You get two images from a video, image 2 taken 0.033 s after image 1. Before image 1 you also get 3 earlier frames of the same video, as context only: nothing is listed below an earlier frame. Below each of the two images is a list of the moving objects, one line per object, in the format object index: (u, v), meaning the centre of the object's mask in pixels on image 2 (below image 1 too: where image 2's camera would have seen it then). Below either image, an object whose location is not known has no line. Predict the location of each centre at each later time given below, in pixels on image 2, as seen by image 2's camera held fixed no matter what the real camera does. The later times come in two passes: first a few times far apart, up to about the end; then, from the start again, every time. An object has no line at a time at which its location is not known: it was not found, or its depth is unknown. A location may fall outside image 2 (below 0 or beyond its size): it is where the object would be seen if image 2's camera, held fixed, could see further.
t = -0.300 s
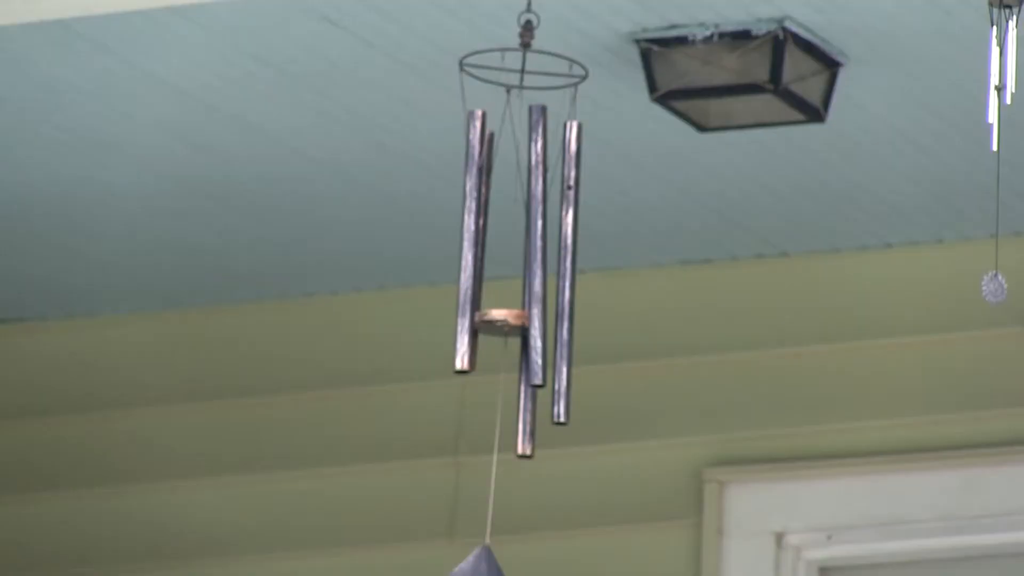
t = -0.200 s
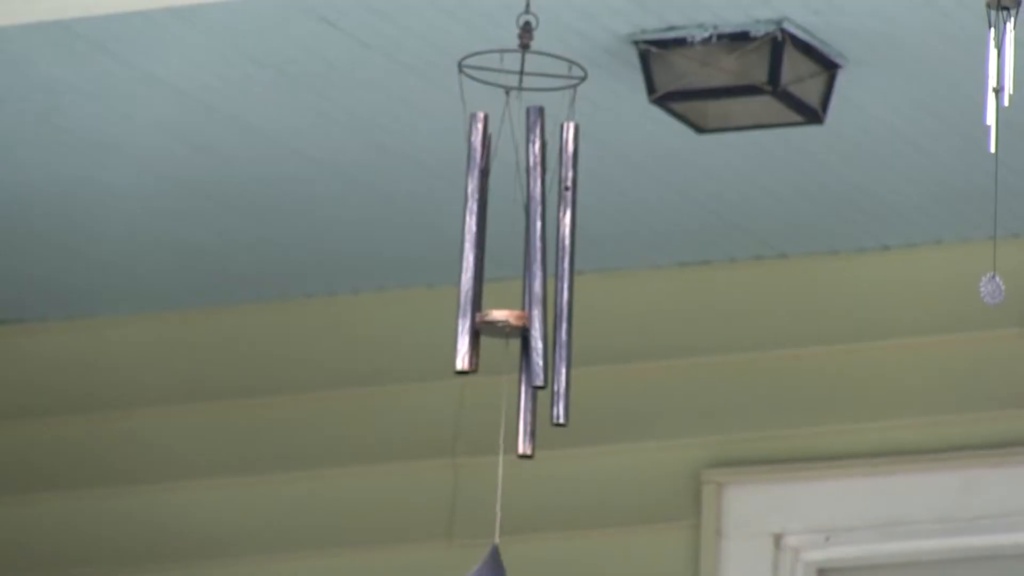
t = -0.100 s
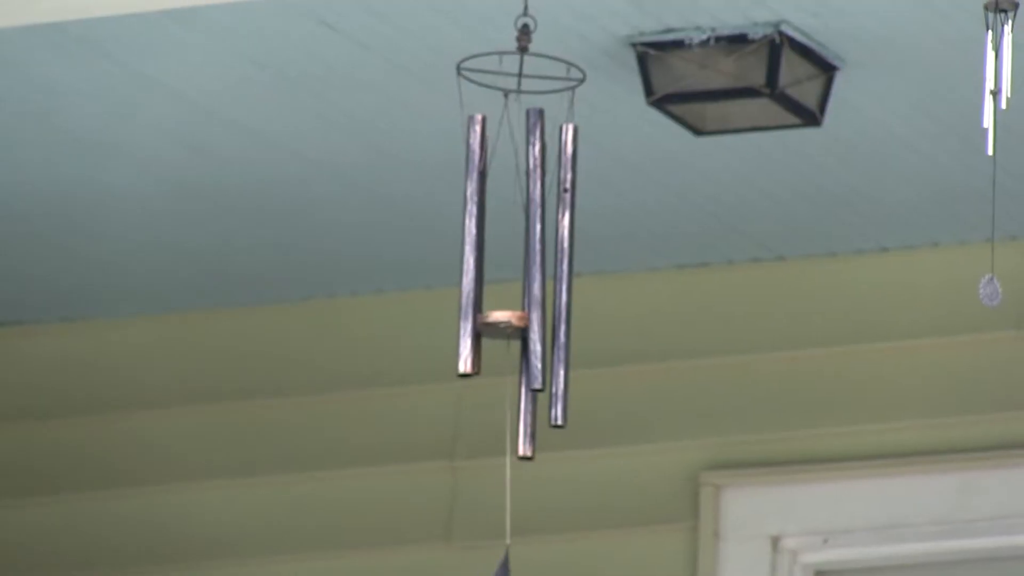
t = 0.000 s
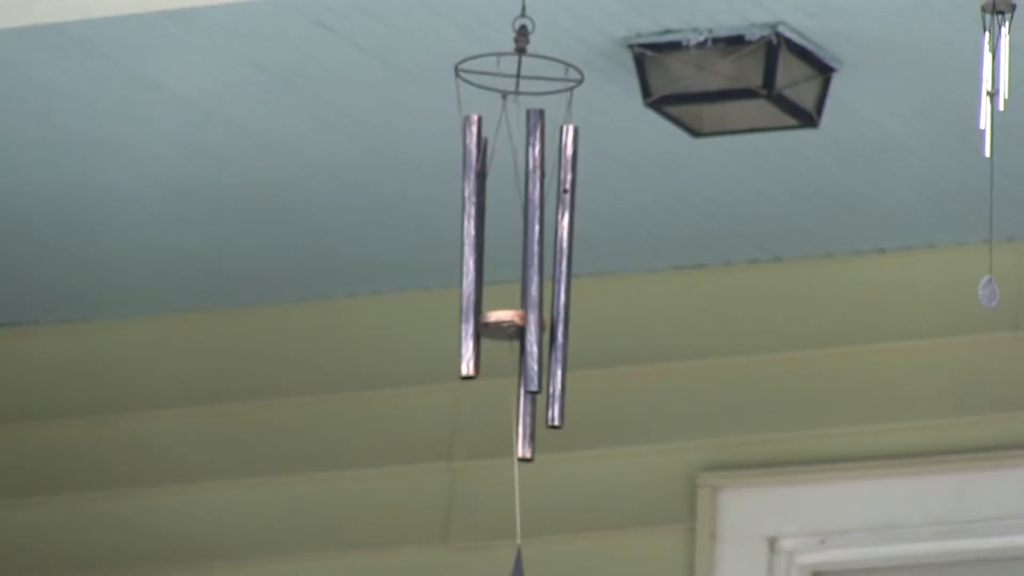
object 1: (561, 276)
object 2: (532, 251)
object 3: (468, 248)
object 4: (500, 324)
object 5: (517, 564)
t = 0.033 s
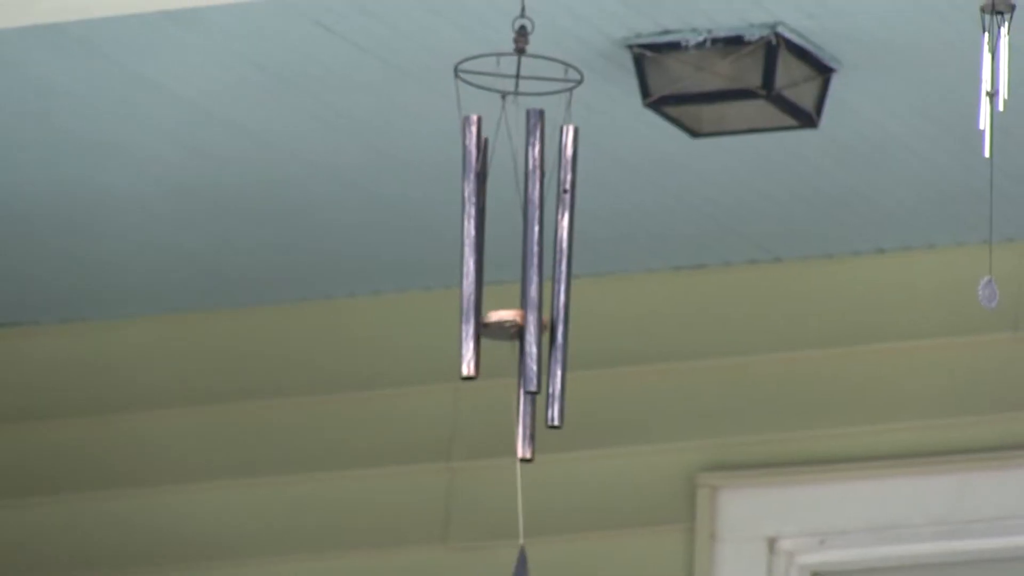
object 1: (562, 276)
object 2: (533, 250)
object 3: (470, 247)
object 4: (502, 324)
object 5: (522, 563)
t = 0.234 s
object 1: (564, 274)
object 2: (536, 247)
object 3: (473, 249)
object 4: (507, 325)
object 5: (534, 564)
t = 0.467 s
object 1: (567, 274)
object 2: (536, 247)
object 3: (470, 248)
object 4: (505, 327)
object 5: (517, 567)
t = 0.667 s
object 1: (563, 275)
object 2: (532, 252)
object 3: (467, 251)
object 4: (499, 328)
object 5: (492, 567)
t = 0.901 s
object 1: (559, 277)
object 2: (528, 251)
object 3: (463, 247)
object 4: (493, 328)
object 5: (476, 567)
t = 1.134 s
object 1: (555, 277)
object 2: (525, 249)
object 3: (465, 247)
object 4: (493, 323)
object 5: (482, 565)
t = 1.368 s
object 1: (559, 275)
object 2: (530, 247)
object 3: (465, 247)
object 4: (499, 320)
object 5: (502, 562)
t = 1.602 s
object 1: (563, 274)
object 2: (536, 249)
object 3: (468, 245)
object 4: (506, 323)
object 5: (517, 561)
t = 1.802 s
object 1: (567, 274)
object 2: (534, 250)
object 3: (471, 248)
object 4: (505, 321)
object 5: (515, 562)
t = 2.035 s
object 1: (563, 276)
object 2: (531, 249)
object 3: (469, 250)
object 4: (501, 325)
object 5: (504, 564)
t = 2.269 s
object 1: (556, 278)
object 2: (526, 248)
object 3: (463, 249)
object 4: (495, 326)
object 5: (499, 564)
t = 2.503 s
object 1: (553, 276)
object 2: (527, 248)
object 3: (459, 246)
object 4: (494, 328)
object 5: (490, 566)
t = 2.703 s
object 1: (557, 275)
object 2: (529, 246)
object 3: (463, 245)
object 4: (498, 325)
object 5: (490, 564)
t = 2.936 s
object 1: (564, 274)
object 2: (533, 245)
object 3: (466, 247)
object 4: (502, 318)
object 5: (504, 562)
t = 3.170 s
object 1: (566, 274)
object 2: (532, 248)
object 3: (464, 247)
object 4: (499, 324)
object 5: (513, 562)
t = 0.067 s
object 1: (562, 275)
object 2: (533, 250)
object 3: (470, 247)
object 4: (502, 324)
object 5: (524, 563)
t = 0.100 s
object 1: (562, 275)
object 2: (533, 251)
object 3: (471, 247)
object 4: (504, 324)
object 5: (528, 563)
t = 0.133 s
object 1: (562, 274)
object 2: (534, 248)
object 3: (472, 247)
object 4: (504, 324)
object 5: (530, 563)
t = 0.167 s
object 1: (563, 274)
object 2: (534, 247)
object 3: (472, 248)
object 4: (505, 324)
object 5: (532, 563)
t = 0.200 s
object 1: (564, 275)
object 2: (536, 247)
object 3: (473, 248)
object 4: (507, 324)
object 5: (534, 563)
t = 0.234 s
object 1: (564, 274)
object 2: (536, 247)
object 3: (473, 249)
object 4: (507, 325)
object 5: (534, 564)
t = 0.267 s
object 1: (565, 274)
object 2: (537, 247)
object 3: (474, 248)
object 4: (508, 325)
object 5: (534, 564)
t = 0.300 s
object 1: (565, 274)
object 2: (537, 246)
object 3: (474, 247)
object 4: (508, 325)
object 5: (533, 564)
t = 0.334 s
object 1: (565, 274)
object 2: (537, 247)
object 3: (473, 247)
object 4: (507, 326)
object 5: (531, 565)
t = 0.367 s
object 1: (566, 275)
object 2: (537, 247)
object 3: (472, 248)
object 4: (507, 326)
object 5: (527, 565)
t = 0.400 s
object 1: (566, 275)
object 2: (536, 247)
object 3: (471, 248)
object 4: (506, 326)
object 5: (524, 566)
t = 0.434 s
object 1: (566, 274)
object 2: (536, 246)
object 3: (470, 247)
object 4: (505, 326)
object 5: (520, 566)
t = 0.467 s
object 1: (567, 274)
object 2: (536, 247)
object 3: (470, 248)
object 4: (505, 327)
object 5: (517, 567)
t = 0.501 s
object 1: (567, 275)
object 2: (535, 248)
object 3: (470, 249)
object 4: (504, 327)
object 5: (512, 567)
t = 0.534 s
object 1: (566, 276)
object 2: (534, 247)
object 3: (469, 250)
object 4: (503, 327)
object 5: (508, 567)
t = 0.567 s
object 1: (566, 275)
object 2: (534, 249)
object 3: (469, 250)
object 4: (502, 327)
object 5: (503, 567)
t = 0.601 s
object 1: (565, 276)
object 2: (534, 250)
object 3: (468, 251)
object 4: (500, 327)
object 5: (500, 567)
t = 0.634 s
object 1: (564, 276)
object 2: (533, 252)
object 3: (468, 252)
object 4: (500, 328)
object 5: (496, 567)
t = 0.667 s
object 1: (563, 275)
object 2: (532, 252)
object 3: (467, 251)
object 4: (499, 328)
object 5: (492, 567)
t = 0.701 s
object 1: (562, 276)
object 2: (532, 252)
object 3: (465, 249)
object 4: (498, 328)
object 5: (488, 567)
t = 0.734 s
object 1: (562, 276)
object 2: (531, 250)
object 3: (464, 248)
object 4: (497, 328)
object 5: (485, 567)
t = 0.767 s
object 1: (561, 276)
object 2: (531, 250)
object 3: (463, 248)
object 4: (496, 328)
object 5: (482, 567)
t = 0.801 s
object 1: (560, 276)
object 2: (530, 250)
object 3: (463, 249)
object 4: (495, 328)
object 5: (479, 567)
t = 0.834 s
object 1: (559, 276)
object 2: (529, 251)
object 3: (462, 248)
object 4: (494, 328)
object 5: (477, 567)
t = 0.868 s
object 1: (559, 277)
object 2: (529, 251)
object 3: (462, 248)
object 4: (494, 327)
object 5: (476, 567)
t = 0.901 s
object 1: (559, 277)
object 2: (528, 251)
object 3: (463, 247)
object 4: (493, 328)
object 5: (476, 567)
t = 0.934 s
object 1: (558, 277)
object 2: (527, 251)
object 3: (463, 248)
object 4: (493, 327)
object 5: (475, 566)
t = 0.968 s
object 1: (558, 277)
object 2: (526, 251)
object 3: (463, 249)
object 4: (493, 327)
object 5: (475, 566)
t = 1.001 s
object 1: (557, 277)
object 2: (526, 251)
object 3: (464, 248)
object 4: (492, 327)
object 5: (476, 566)
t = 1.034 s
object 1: (557, 277)
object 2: (525, 250)
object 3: (465, 248)
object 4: (492, 327)
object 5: (477, 566)
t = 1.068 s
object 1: (556, 276)
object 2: (525, 250)
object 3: (466, 247)
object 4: (493, 327)
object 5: (478, 565)
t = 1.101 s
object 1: (556, 277)
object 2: (525, 250)
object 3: (466, 247)
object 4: (492, 326)
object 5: (480, 566)
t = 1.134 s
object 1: (555, 277)
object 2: (525, 249)
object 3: (465, 247)
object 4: (493, 323)
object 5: (482, 565)
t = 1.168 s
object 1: (555, 277)
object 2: (525, 249)
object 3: (465, 247)
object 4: (494, 322)
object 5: (484, 564)
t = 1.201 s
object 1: (555, 277)
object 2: (526, 249)
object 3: (464, 248)
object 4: (495, 322)
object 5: (487, 564)
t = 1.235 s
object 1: (556, 277)
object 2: (526, 249)
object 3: (464, 248)
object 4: (495, 322)
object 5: (489, 564)
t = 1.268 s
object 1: (557, 276)
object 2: (527, 249)
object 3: (465, 247)
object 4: (498, 321)
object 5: (492, 563)
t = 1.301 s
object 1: (558, 276)
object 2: (528, 249)
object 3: (465, 249)
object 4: (498, 321)
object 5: (495, 563)
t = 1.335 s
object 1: (558, 275)
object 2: (529, 248)
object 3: (465, 249)
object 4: (498, 320)
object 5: (497, 563)
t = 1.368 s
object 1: (559, 275)
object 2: (530, 247)
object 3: (465, 247)
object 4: (499, 320)
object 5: (502, 562)
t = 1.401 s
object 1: (560, 275)
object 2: (531, 246)
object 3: (465, 249)
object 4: (500, 324)
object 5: (505, 562)
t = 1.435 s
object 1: (560, 275)
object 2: (532, 246)
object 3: (466, 249)
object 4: (501, 324)
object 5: (508, 562)
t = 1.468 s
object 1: (560, 275)
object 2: (533, 245)
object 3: (466, 247)
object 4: (502, 323)
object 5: (511, 561)
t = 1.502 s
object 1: (561, 274)
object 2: (533, 245)
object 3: (466, 246)
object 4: (503, 323)
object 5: (513, 561)
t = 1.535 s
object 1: (562, 273)
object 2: (534, 246)
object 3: (467, 246)
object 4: (504, 323)
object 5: (515, 561)
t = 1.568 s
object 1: (562, 274)
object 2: (535, 247)
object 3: (468, 245)
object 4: (505, 323)
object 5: (516, 561)
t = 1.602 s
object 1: (563, 274)
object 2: (536, 249)
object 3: (468, 245)
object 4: (506, 323)
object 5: (517, 561)
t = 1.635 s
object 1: (564, 274)
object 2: (536, 249)
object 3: (469, 245)
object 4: (505, 324)
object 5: (517, 561)
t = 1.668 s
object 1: (565, 274)
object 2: (536, 250)
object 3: (469, 246)
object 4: (506, 324)
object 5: (517, 562)
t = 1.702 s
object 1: (565, 274)
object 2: (536, 249)
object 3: (470, 248)
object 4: (505, 324)
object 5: (517, 562)
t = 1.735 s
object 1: (566, 274)
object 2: (535, 249)
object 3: (470, 247)
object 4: (505, 325)
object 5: (517, 562)
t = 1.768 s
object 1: (566, 274)
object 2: (535, 249)
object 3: (471, 248)
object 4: (505, 325)
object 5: (516, 562)
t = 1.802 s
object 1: (567, 274)
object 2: (534, 250)
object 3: (471, 248)
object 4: (505, 321)
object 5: (515, 562)
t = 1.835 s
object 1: (567, 274)
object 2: (534, 250)
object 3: (471, 248)
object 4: (505, 322)
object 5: (514, 562)
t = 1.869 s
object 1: (566, 274)
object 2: (533, 249)
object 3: (471, 249)
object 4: (504, 322)
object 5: (512, 562)
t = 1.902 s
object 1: (566, 275)
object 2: (533, 248)
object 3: (471, 249)
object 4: (504, 323)
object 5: (511, 563)
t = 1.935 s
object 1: (565, 275)
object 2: (533, 249)
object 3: (471, 250)
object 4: (503, 323)
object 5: (510, 563)
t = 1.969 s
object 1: (564, 275)
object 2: (532, 249)
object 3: (471, 250)
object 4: (502, 324)
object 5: (508, 563)
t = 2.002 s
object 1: (564, 276)
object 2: (532, 248)
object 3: (470, 250)
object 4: (502, 324)
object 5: (506, 563)
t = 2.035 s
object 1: (563, 276)
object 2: (531, 249)
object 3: (469, 250)
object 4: (501, 325)
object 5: (504, 564)
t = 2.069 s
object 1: (562, 276)
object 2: (530, 249)
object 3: (468, 249)
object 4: (500, 325)
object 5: (502, 564)
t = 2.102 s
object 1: (561, 277)
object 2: (529, 250)
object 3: (467, 250)
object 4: (498, 325)
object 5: (500, 564)
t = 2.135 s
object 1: (560, 277)
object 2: (529, 250)
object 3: (466, 250)
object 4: (497, 325)
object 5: (499, 564)
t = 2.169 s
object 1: (559, 277)
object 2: (528, 251)
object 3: (465, 250)
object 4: (497, 325)
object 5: (498, 564)
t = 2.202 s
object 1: (558, 278)
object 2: (527, 250)
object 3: (464, 249)
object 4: (496, 326)
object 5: (497, 565)
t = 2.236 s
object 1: (557, 278)
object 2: (527, 249)
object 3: (463, 248)
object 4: (495, 325)
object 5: (497, 565)
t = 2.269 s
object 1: (556, 278)
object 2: (526, 248)
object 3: (463, 249)
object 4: (495, 326)
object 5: (499, 564)
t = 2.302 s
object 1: (555, 278)
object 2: (526, 248)
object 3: (462, 250)
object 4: (494, 326)
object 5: (498, 565)
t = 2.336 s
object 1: (554, 278)
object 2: (526, 248)
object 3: (461, 250)
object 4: (493, 326)
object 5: (495, 565)
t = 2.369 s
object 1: (554, 278)
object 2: (526, 249)
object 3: (461, 251)
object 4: (493, 326)
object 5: (495, 566)
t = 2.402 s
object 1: (553, 278)
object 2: (526, 248)
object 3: (460, 250)
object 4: (492, 329)
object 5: (495, 566)
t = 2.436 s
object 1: (553, 277)
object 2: (526, 248)
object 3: (459, 249)
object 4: (493, 329)
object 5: (494, 566)
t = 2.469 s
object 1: (553, 277)
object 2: (527, 248)
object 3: (459, 248)
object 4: (493, 329)
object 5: (492, 567)
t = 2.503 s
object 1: (553, 276)
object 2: (527, 248)
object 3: (459, 246)
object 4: (494, 328)
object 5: (490, 566)
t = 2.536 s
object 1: (553, 276)
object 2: (527, 247)
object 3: (459, 247)
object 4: (494, 328)
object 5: (489, 566)
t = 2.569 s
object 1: (554, 276)
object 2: (527, 248)
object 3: (459, 245)
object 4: (495, 328)
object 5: (489, 566)
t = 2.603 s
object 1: (554, 275)
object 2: (528, 247)
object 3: (460, 246)
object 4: (496, 327)
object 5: (489, 565)
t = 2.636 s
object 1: (555, 275)
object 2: (528, 247)
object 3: (461, 245)
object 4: (497, 327)
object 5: (489, 565)
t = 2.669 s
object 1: (556, 275)
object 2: (529, 246)
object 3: (462, 245)
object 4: (497, 326)
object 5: (490, 564)
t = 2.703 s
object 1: (557, 275)
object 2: (529, 246)
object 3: (463, 245)
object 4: (498, 325)
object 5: (490, 564)
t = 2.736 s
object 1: (558, 275)
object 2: (530, 247)
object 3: (465, 246)
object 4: (500, 324)
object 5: (492, 564)
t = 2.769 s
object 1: (559, 275)
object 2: (530, 246)
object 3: (466, 247)
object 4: (501, 323)
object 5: (494, 563)
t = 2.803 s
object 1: (560, 275)
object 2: (531, 247)
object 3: (468, 248)
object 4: (501, 318)
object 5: (496, 563)
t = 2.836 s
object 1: (561, 275)
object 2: (532, 246)
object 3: (468, 248)
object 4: (501, 318)
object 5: (498, 563)
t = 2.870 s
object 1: (562, 274)
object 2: (533, 246)
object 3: (468, 248)
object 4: (502, 317)
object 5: (500, 562)
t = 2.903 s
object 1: (563, 274)
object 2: (533, 245)
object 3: (467, 248)
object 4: (502, 318)
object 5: (502, 563)
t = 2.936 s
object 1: (564, 274)
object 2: (533, 245)
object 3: (466, 247)
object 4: (502, 318)
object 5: (504, 562)
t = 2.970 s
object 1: (566, 274)
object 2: (533, 245)
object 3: (466, 245)
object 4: (502, 322)
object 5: (505, 562)
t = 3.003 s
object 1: (566, 274)
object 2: (533, 246)
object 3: (465, 245)
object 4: (503, 318)
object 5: (506, 562)
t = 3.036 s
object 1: (567, 274)
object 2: (533, 245)
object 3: (465, 244)
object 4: (502, 318)
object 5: (507, 562)
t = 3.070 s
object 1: (567, 275)
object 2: (533, 245)
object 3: (464, 245)
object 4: (502, 319)
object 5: (508, 563)
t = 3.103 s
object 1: (567, 274)
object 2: (533, 246)
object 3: (464, 246)
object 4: (501, 319)
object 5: (509, 563)
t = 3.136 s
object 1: (567, 275)
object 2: (532, 246)
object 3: (464, 246)
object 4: (500, 324)
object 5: (512, 562)
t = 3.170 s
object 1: (566, 274)
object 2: (532, 248)
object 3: (464, 247)
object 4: (499, 324)
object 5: (513, 562)
